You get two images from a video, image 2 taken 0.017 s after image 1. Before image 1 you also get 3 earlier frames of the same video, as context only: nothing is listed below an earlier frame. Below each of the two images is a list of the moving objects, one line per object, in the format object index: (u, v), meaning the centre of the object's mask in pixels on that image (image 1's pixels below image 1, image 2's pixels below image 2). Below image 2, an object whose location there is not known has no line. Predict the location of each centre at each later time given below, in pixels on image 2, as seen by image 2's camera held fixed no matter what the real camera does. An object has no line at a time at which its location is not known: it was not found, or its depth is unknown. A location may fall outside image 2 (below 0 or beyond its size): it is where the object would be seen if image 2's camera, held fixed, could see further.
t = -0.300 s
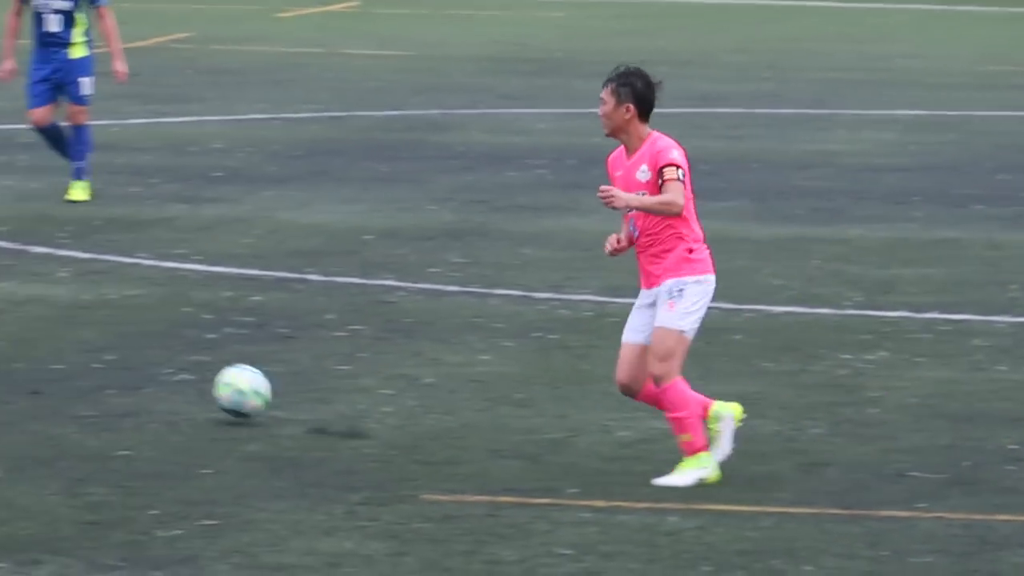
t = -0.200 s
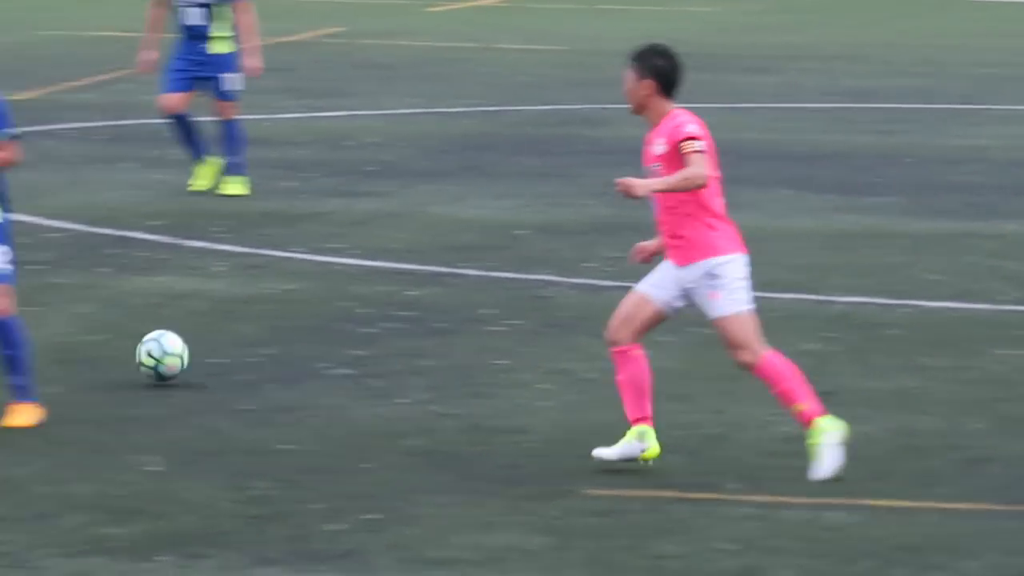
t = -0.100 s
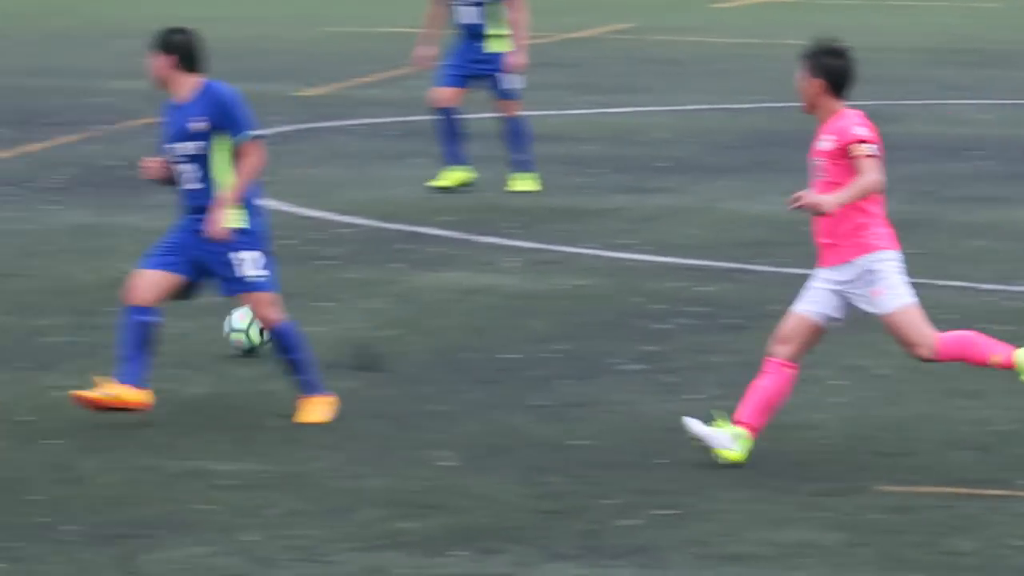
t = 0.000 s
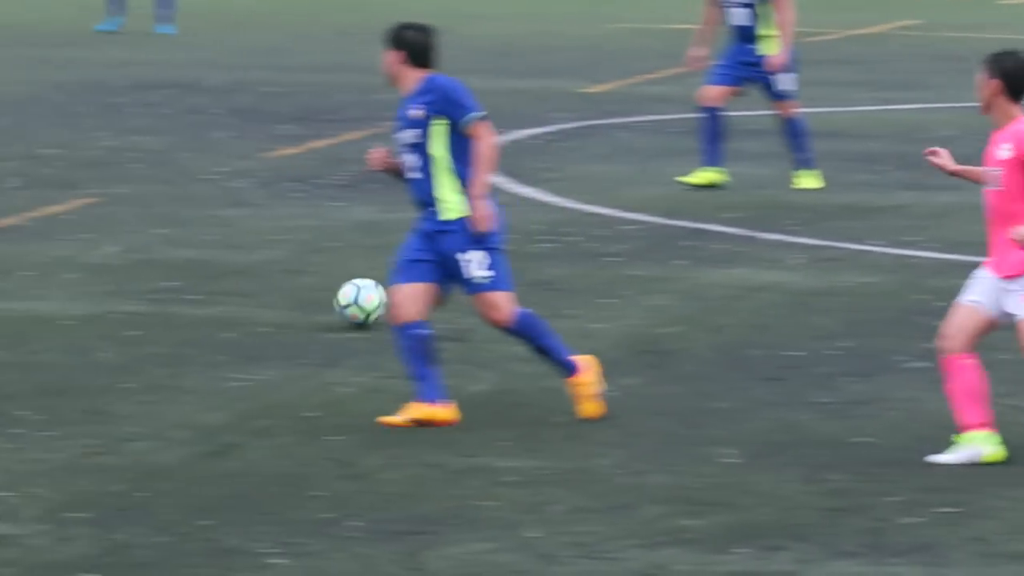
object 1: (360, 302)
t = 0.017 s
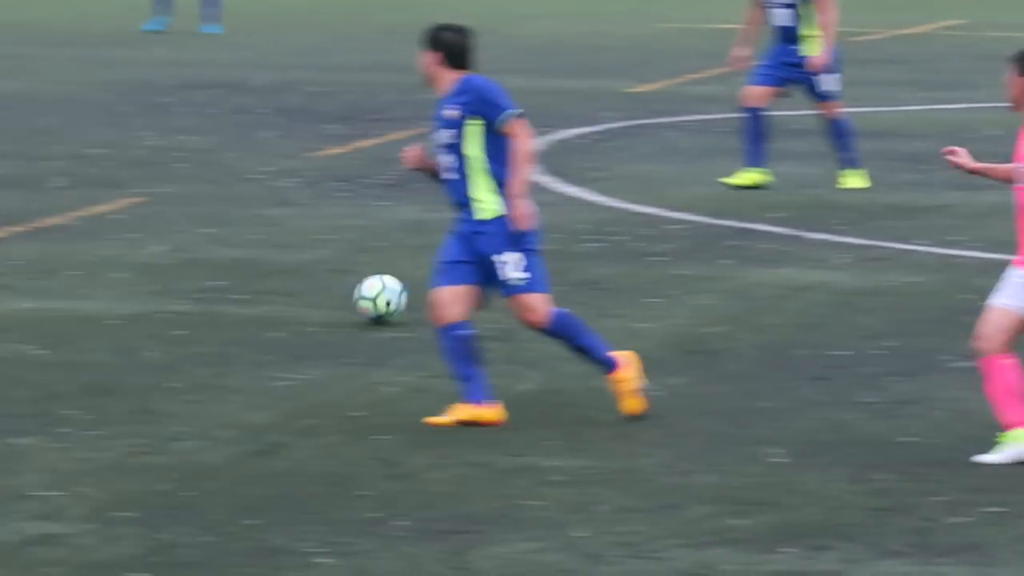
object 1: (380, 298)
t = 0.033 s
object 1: (355, 296)
